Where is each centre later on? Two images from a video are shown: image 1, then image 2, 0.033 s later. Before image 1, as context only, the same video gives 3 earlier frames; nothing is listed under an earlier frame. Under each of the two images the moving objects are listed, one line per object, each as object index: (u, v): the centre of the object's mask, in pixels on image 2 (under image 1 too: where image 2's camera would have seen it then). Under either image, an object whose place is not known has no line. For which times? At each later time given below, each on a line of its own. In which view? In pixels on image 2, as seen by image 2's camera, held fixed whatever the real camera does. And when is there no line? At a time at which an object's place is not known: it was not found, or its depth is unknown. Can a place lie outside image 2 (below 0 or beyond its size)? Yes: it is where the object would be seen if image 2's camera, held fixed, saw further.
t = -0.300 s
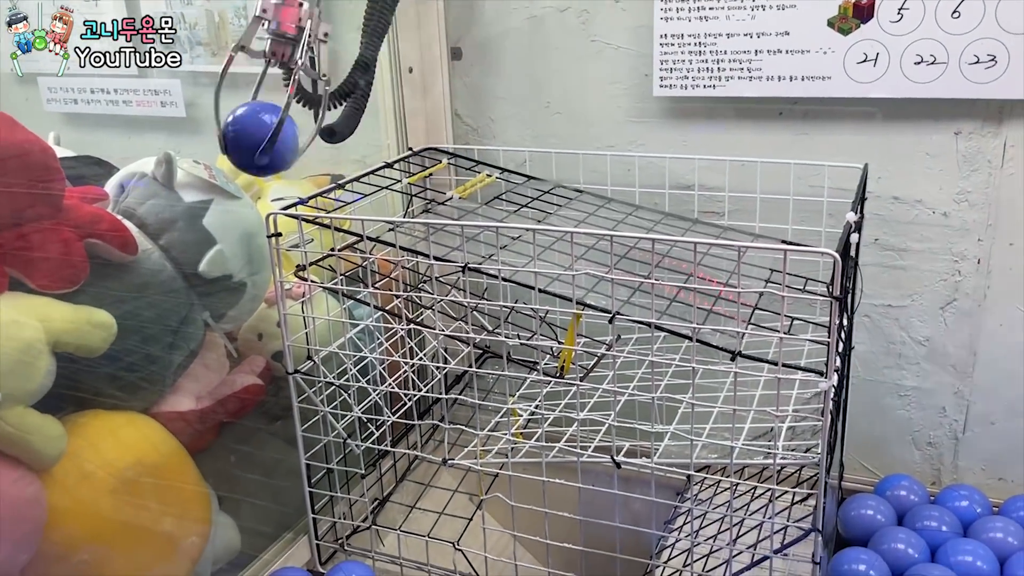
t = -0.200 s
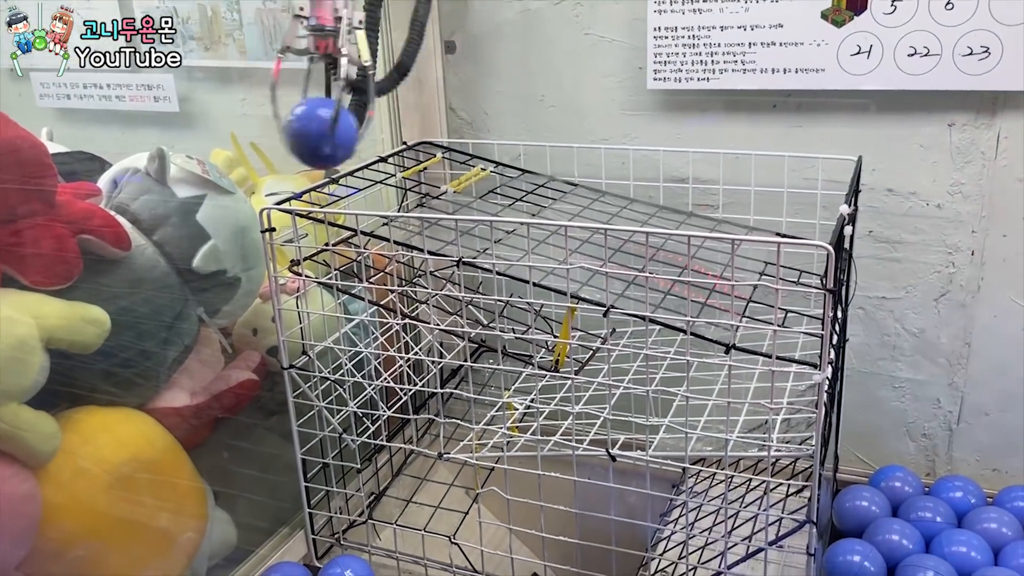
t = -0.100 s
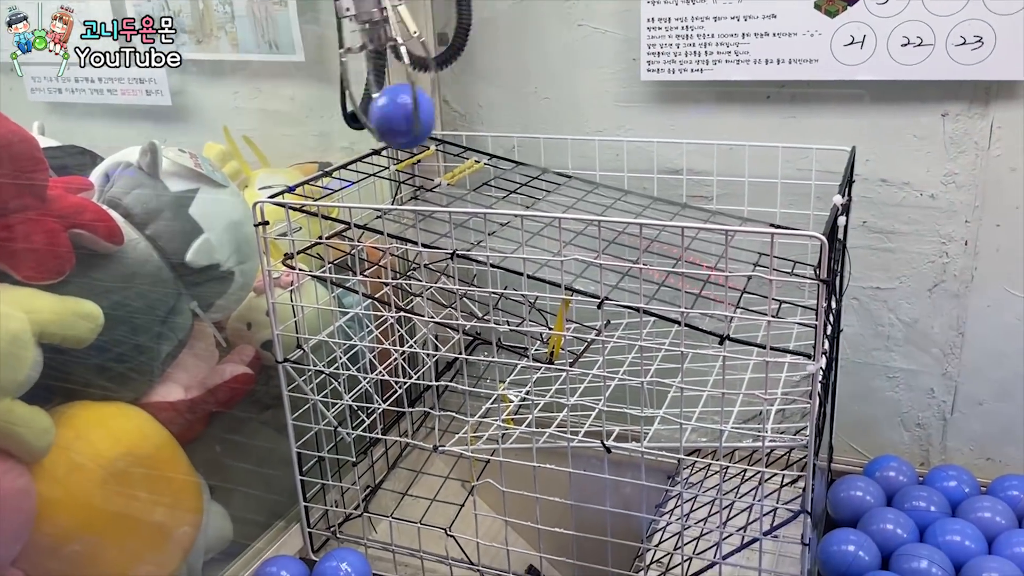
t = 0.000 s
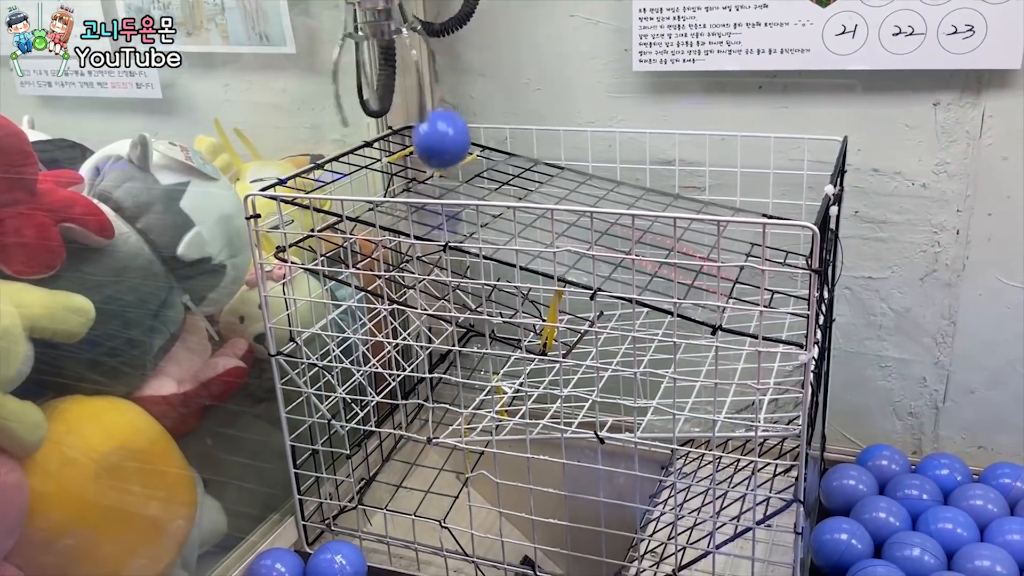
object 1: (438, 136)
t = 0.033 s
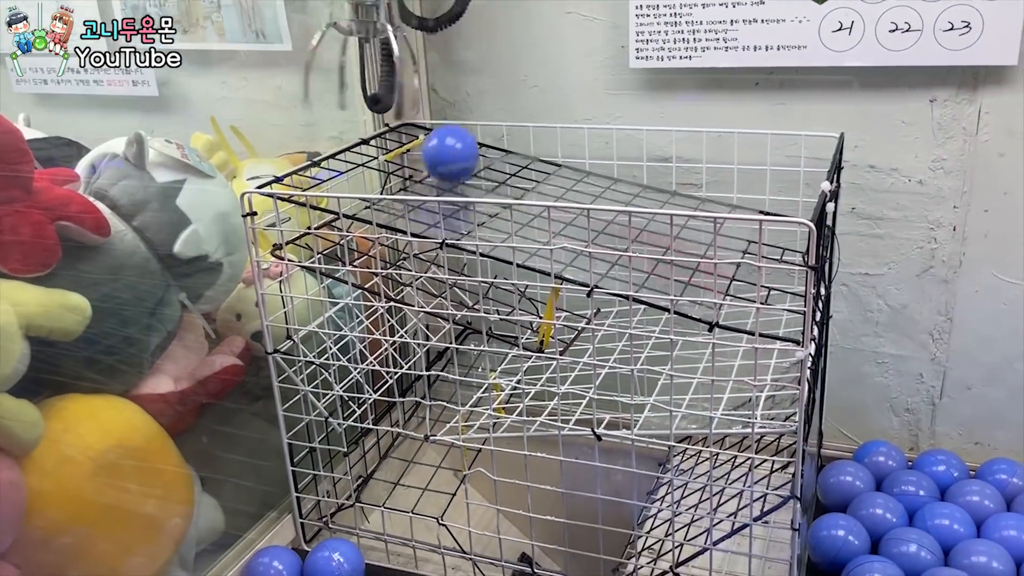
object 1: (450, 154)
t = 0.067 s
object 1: (461, 143)
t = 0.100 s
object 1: (473, 141)
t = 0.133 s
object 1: (485, 149)
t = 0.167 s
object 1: (499, 159)
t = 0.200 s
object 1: (513, 158)
